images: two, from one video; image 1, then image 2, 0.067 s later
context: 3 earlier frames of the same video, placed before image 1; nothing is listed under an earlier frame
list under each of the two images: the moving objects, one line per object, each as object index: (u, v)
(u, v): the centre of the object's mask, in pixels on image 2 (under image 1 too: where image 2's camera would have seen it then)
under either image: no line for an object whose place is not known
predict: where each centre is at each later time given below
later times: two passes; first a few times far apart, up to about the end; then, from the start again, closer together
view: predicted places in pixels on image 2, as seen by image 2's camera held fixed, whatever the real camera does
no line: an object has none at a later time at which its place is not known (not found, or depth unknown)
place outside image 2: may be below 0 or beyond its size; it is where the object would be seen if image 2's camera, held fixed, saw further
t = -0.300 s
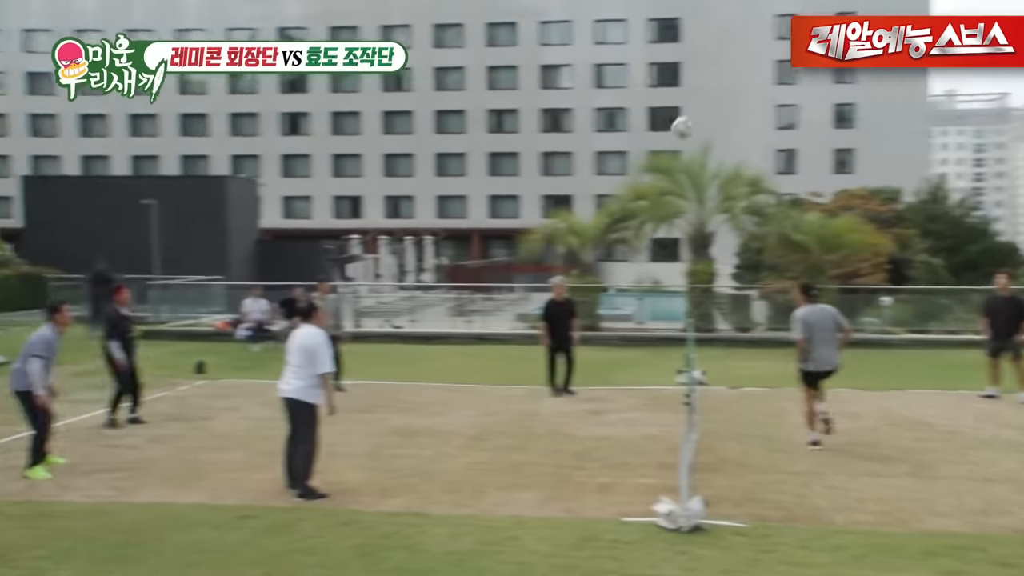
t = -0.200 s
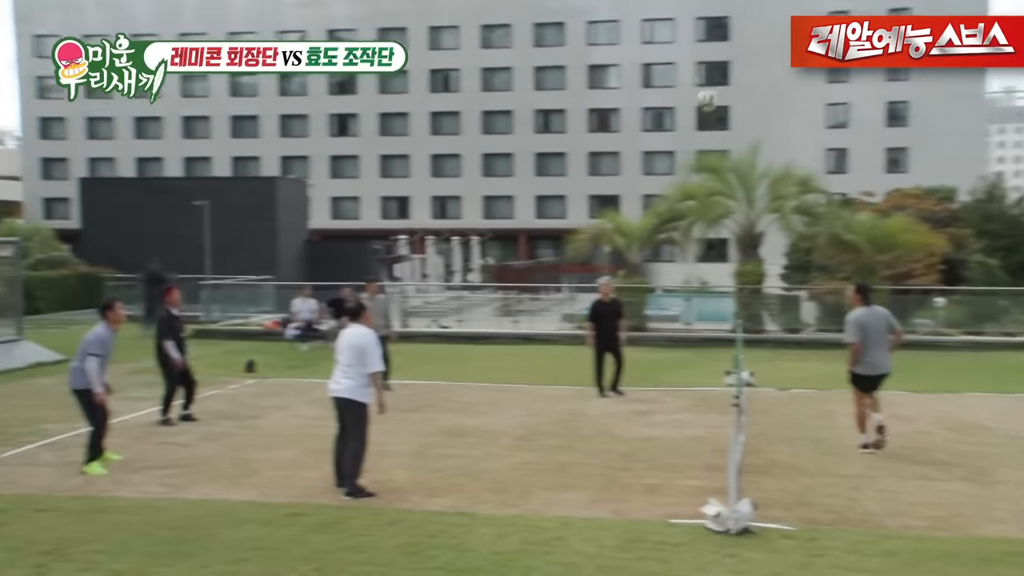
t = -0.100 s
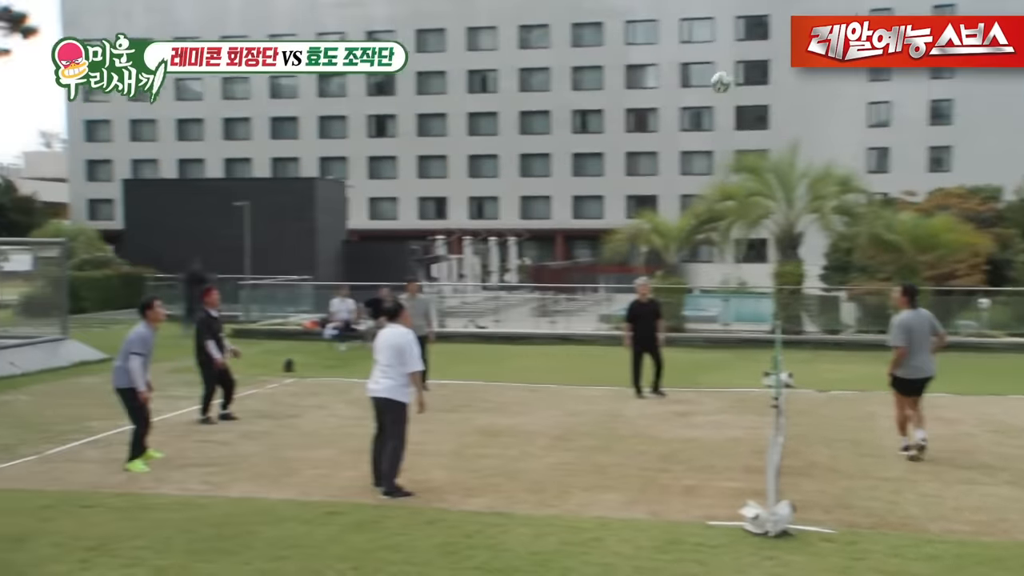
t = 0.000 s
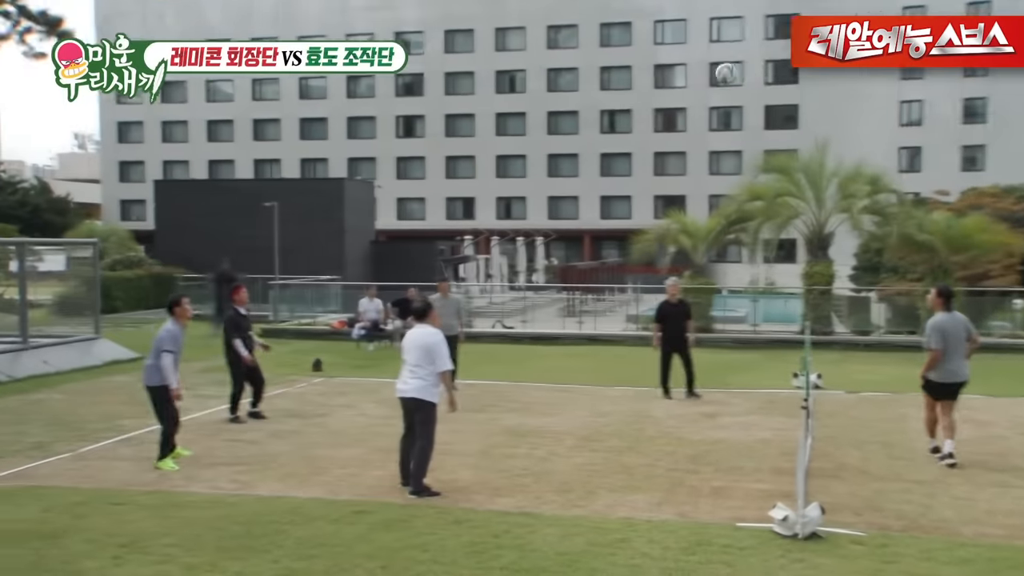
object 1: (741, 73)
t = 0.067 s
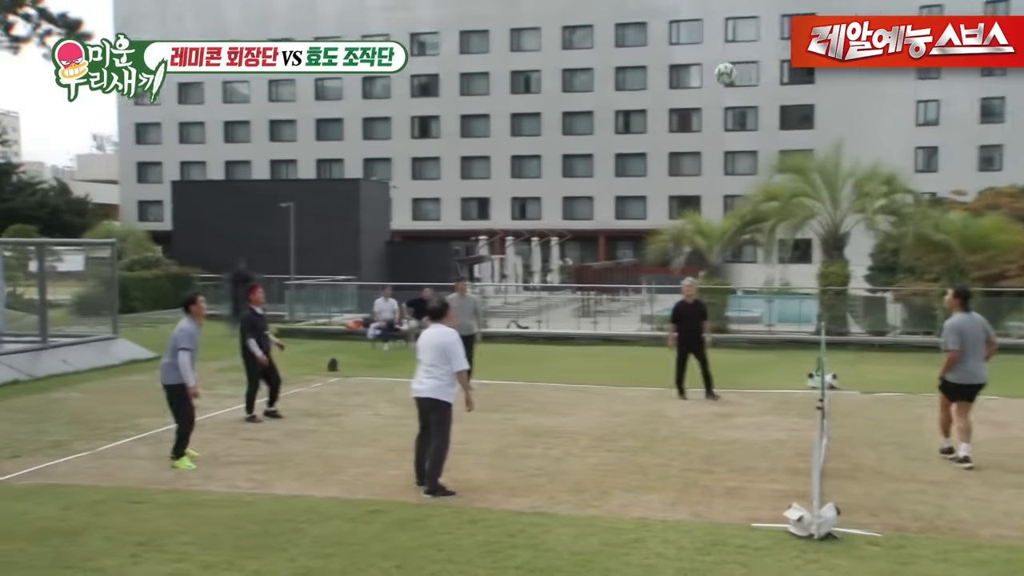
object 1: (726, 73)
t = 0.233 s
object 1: (684, 90)
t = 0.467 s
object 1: (629, 153)
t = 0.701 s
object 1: (577, 264)
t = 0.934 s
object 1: (526, 419)
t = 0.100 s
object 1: (717, 74)
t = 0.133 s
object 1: (708, 76)
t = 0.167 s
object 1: (700, 80)
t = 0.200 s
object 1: (692, 84)
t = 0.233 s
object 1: (684, 90)
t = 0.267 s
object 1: (677, 96)
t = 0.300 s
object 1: (668, 103)
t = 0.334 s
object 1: (661, 111)
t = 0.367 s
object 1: (653, 120)
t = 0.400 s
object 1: (645, 130)
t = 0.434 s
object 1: (638, 139)
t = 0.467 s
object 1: (629, 153)
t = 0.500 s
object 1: (622, 166)
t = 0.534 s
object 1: (614, 180)
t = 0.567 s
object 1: (607, 195)
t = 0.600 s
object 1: (598, 210)
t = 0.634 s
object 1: (591, 229)
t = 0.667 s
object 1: (584, 245)
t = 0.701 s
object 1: (577, 264)
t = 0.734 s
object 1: (570, 281)
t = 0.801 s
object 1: (555, 324)
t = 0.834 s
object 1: (548, 343)
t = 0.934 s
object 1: (526, 419)
